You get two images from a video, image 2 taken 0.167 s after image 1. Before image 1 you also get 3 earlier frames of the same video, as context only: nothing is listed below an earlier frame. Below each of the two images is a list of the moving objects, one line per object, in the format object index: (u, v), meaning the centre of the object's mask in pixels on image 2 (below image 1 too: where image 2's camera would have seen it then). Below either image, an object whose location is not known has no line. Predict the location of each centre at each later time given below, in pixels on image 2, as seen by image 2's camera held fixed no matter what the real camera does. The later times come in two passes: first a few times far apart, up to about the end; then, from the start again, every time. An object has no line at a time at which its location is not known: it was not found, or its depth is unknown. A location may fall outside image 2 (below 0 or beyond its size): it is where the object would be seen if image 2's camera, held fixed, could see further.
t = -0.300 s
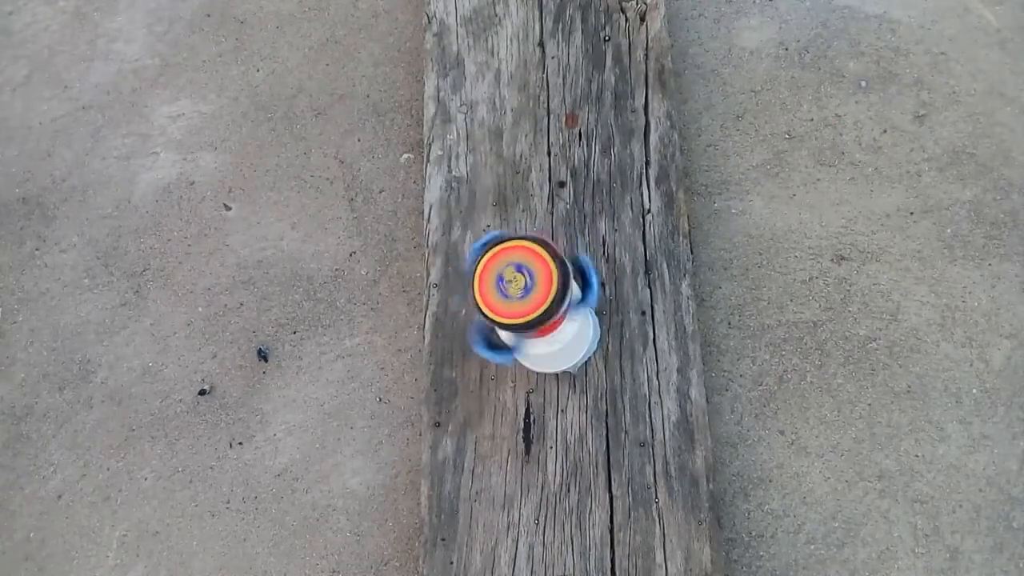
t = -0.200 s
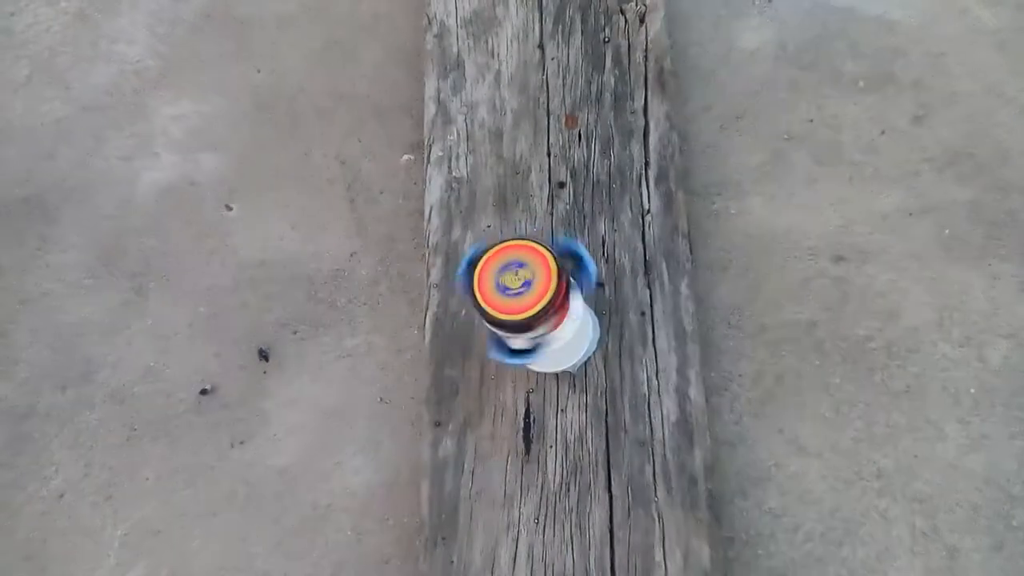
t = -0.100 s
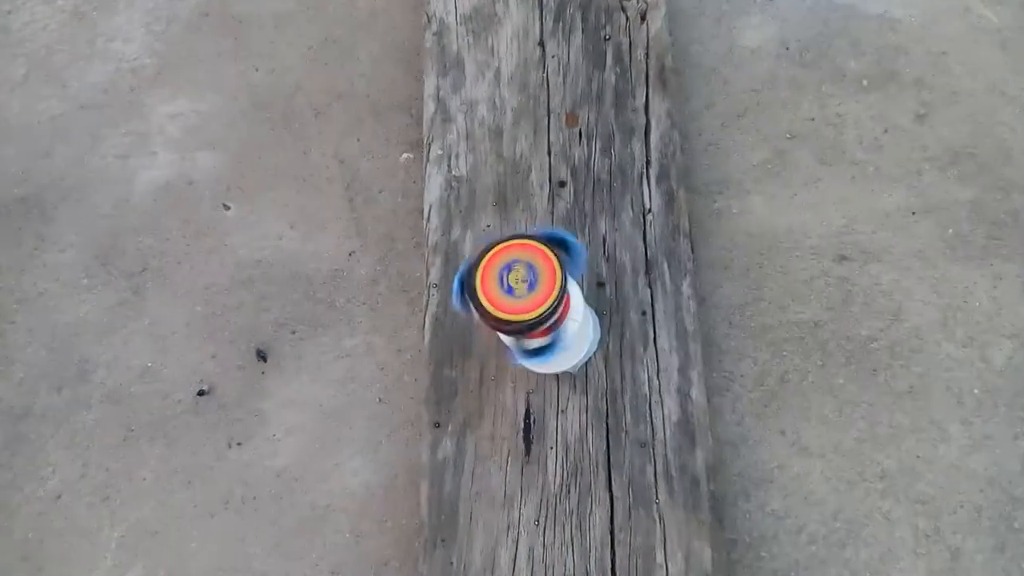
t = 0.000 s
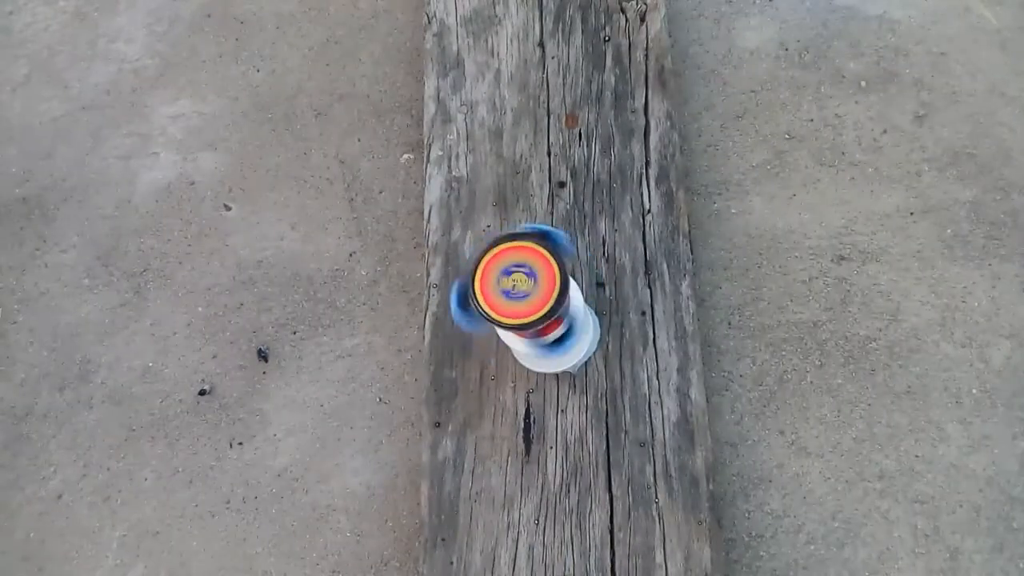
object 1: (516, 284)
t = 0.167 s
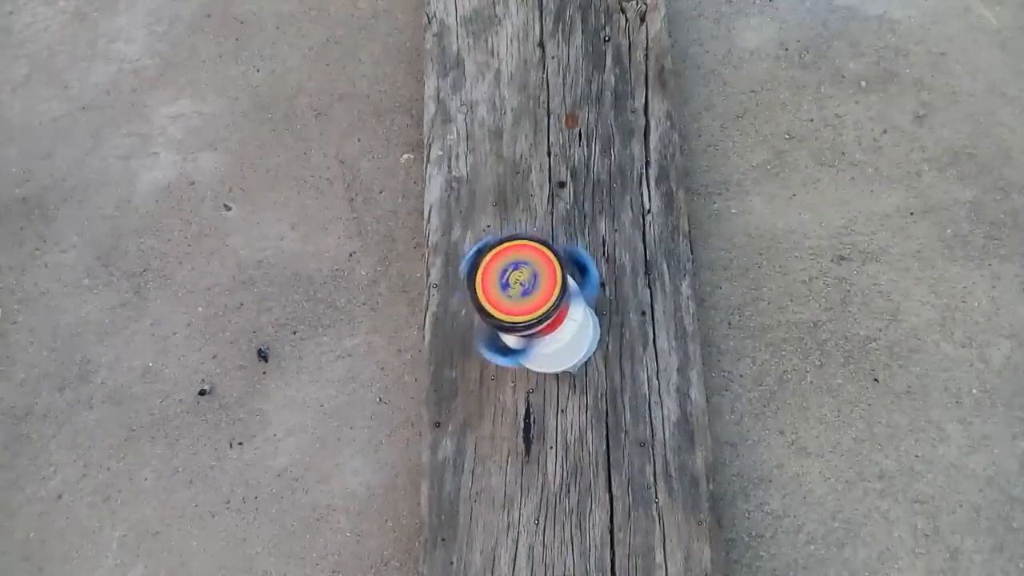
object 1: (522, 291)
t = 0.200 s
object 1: (514, 291)
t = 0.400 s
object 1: (522, 291)
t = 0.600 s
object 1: (522, 289)
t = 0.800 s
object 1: (522, 288)
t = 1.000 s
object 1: (518, 286)
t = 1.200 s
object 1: (517, 287)
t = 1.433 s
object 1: (523, 290)
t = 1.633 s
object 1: (523, 290)
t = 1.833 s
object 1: (523, 290)
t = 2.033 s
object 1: (524, 291)
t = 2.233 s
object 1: (514, 291)
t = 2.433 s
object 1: (515, 287)
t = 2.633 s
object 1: (522, 288)
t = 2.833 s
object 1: (523, 291)
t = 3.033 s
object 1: (514, 289)
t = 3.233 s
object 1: (521, 282)
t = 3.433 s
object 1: (523, 293)
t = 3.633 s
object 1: (521, 288)
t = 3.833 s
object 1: (523, 292)
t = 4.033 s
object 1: (522, 286)
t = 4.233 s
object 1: (521, 291)
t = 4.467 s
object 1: (515, 288)
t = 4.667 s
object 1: (524, 292)
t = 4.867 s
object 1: (524, 288)
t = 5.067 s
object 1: (522, 288)
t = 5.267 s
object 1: (521, 290)
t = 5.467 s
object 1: (520, 290)
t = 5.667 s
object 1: (522, 292)
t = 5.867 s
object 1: (523, 292)
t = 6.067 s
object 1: (521, 292)
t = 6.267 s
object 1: (522, 292)
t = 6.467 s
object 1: (522, 292)
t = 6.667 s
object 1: (519, 289)
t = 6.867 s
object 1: (517, 283)
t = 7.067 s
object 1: (524, 291)
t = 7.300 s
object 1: (520, 289)
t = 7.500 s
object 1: (523, 290)
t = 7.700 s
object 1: (523, 292)
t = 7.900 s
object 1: (520, 289)
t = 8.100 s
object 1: (524, 291)
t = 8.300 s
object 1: (517, 289)
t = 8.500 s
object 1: (524, 290)
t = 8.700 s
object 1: (522, 291)
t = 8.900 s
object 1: (524, 291)
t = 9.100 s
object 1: (519, 288)
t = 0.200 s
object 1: (514, 291)
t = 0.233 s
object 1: (519, 287)
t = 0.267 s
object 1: (523, 289)
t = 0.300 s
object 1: (522, 290)
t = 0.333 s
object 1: (515, 288)
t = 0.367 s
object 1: (523, 289)
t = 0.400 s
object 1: (522, 291)
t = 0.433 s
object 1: (514, 289)
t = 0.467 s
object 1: (519, 283)
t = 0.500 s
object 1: (523, 291)
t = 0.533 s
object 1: (515, 290)
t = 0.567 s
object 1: (516, 284)
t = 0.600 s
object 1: (522, 289)
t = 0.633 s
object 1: (522, 292)
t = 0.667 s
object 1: (518, 288)
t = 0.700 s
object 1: (521, 282)
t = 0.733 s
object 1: (522, 292)
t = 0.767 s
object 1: (514, 289)
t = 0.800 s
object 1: (522, 288)
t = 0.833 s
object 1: (522, 291)
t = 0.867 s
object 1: (514, 290)
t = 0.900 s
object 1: (519, 283)
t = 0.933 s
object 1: (523, 289)
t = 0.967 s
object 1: (515, 290)
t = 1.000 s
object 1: (518, 286)
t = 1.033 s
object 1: (522, 291)
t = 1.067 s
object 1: (514, 292)
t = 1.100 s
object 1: (519, 287)
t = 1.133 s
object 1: (524, 283)
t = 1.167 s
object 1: (521, 292)
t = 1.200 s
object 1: (517, 287)
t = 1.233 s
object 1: (523, 283)
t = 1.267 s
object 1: (516, 290)
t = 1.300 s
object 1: (516, 285)
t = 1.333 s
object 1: (522, 288)
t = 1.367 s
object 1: (522, 291)
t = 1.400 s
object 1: (518, 287)
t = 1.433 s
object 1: (523, 290)
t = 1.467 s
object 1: (521, 291)
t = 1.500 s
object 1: (516, 286)
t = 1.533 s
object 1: (523, 291)
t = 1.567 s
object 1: (516, 291)
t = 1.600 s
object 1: (517, 285)
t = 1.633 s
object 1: (523, 290)
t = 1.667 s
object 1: (521, 293)
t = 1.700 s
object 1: (520, 288)
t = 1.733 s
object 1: (523, 290)
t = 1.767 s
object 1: (514, 291)
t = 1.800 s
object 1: (519, 286)
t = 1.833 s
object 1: (523, 290)
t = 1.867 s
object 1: (516, 290)
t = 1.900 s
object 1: (520, 285)
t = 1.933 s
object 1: (522, 292)
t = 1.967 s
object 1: (514, 289)
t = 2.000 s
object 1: (522, 289)
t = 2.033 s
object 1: (524, 291)
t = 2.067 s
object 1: (515, 287)
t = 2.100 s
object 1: (522, 282)
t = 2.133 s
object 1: (522, 292)
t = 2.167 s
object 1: (519, 287)
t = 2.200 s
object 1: (523, 290)
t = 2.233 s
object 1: (514, 291)
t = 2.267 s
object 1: (519, 285)
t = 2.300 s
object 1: (524, 289)
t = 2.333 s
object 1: (521, 291)
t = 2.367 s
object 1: (521, 283)
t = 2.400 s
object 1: (522, 291)
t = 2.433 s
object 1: (515, 287)
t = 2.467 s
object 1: (523, 290)
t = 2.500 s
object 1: (522, 290)
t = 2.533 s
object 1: (519, 286)
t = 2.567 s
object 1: (522, 291)
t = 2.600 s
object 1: (514, 290)
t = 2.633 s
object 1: (522, 288)
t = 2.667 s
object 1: (522, 292)
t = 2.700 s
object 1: (516, 287)
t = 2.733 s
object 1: (523, 283)
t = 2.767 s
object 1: (514, 292)
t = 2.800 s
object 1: (521, 287)
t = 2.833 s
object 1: (523, 291)
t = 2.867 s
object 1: (515, 288)
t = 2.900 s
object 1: (522, 287)
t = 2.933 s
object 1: (522, 292)
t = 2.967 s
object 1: (520, 288)
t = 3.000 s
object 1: (523, 290)
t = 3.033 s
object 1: (514, 289)
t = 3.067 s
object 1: (522, 286)
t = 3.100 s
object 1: (523, 290)
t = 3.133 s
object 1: (517, 285)
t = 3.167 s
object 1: (523, 291)
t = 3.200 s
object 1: (519, 290)
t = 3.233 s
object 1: (521, 282)
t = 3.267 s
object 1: (523, 291)
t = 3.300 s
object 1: (519, 288)
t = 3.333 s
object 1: (523, 291)
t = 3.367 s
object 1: (518, 291)
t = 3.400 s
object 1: (522, 282)
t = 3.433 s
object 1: (523, 293)
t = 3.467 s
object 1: (520, 287)
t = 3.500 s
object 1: (523, 291)
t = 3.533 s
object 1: (519, 290)
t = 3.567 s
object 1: (523, 289)
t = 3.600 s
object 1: (515, 292)
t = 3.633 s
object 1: (521, 288)
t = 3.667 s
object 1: (523, 291)
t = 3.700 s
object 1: (515, 286)
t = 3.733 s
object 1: (523, 291)
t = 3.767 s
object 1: (520, 291)
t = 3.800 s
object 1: (523, 289)
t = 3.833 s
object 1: (523, 292)
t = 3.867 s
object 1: (517, 283)
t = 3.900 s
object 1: (523, 291)
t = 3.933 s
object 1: (515, 287)
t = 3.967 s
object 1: (523, 291)
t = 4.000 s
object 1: (520, 290)
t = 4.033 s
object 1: (522, 286)
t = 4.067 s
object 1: (523, 292)
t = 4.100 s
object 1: (518, 284)
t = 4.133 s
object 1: (524, 290)
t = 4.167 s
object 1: (520, 290)
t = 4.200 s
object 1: (523, 290)
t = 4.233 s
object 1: (521, 291)
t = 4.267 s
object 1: (522, 288)
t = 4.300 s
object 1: (521, 293)
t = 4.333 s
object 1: (522, 289)
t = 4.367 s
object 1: (523, 292)
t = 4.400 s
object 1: (519, 288)
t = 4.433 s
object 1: (524, 290)
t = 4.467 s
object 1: (515, 288)
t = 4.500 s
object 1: (523, 291)
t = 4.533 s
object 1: (521, 291)
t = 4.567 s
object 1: (522, 288)
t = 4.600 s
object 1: (523, 292)
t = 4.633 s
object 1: (519, 283)
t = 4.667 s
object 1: (524, 292)
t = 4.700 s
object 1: (521, 289)
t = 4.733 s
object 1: (523, 291)
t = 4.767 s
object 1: (516, 286)
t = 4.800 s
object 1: (524, 290)
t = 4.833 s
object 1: (519, 290)
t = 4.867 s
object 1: (524, 288)
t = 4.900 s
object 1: (521, 291)
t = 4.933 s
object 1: (522, 285)
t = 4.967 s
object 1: (520, 292)
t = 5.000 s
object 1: (521, 287)
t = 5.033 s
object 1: (524, 291)
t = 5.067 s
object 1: (522, 288)
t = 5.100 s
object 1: (523, 292)
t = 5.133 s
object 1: (521, 288)
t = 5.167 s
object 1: (523, 292)
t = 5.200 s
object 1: (518, 287)
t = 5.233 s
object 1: (525, 289)
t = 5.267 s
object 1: (521, 290)
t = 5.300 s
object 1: (524, 290)
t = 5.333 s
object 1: (520, 290)
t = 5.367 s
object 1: (524, 290)
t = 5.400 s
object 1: (519, 291)
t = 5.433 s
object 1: (523, 290)
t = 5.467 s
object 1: (520, 290)
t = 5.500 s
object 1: (523, 288)
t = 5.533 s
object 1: (521, 292)
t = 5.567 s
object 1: (522, 287)
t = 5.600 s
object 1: (522, 292)
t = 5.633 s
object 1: (523, 288)
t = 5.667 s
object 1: (522, 292)
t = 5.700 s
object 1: (521, 284)
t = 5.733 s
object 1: (523, 292)
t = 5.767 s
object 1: (521, 284)
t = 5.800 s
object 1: (523, 291)
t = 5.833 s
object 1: (522, 288)
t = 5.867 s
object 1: (523, 292)
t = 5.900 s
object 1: (521, 286)
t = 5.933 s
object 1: (523, 292)
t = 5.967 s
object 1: (519, 283)
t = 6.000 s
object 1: (523, 291)
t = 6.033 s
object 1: (522, 288)
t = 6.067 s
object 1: (521, 292)
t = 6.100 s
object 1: (522, 287)
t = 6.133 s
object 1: (523, 292)
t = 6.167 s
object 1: (519, 282)
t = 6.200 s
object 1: (523, 292)
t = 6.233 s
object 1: (522, 289)
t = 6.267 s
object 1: (522, 292)
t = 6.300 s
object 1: (522, 289)
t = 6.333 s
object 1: (522, 292)
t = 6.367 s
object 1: (523, 288)
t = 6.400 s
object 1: (522, 292)
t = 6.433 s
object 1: (523, 290)
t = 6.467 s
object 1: (522, 292)
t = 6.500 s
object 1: (523, 288)
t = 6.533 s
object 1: (521, 291)
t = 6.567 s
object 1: (523, 289)
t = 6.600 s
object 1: (520, 290)
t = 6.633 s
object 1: (523, 291)
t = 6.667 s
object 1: (519, 289)
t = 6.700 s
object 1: (523, 290)
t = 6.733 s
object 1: (515, 286)
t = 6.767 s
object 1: (524, 291)
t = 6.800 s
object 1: (516, 286)
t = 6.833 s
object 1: (525, 290)
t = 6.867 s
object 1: (517, 283)
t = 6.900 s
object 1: (524, 292)
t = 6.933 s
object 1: (521, 287)
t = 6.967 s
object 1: (523, 292)
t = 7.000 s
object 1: (522, 286)
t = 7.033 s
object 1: (522, 292)
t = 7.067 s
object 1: (524, 291)
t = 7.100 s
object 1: (522, 292)
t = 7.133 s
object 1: (524, 289)
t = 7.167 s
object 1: (520, 291)
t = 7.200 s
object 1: (524, 291)
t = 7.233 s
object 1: (518, 289)
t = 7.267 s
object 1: (525, 290)
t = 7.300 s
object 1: (520, 289)
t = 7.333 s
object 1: (524, 292)
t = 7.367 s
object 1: (520, 286)
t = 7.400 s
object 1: (523, 292)
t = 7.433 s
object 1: (522, 286)
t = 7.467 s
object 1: (520, 291)
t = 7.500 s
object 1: (523, 290)
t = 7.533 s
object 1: (519, 290)
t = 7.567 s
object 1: (524, 291)
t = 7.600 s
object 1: (520, 289)
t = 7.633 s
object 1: (523, 292)
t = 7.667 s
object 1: (520, 287)
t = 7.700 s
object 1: (523, 292)
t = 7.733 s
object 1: (523, 290)
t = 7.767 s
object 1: (522, 292)
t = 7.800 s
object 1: (523, 290)
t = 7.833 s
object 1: (520, 291)
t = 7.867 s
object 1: (524, 291)
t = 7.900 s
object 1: (520, 289)
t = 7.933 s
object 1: (524, 291)
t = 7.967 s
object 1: (522, 289)
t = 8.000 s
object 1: (522, 292)
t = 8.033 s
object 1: (523, 289)
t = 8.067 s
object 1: (520, 291)
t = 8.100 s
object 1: (524, 291)
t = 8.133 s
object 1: (519, 288)
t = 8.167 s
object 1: (525, 291)
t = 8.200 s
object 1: (522, 289)
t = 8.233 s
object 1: (522, 292)
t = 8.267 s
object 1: (523, 290)
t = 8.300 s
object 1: (517, 289)
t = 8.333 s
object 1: (524, 291)
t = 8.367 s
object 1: (517, 285)
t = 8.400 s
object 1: (525, 291)
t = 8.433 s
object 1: (522, 287)
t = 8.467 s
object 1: (520, 291)
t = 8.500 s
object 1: (524, 290)
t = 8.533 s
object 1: (519, 289)
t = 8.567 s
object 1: (524, 291)
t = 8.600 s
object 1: (520, 287)
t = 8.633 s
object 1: (523, 292)
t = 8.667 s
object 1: (523, 290)
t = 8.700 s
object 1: (522, 291)
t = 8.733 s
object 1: (524, 291)
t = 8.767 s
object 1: (521, 290)
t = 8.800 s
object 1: (524, 292)
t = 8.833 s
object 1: (523, 288)
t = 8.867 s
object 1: (521, 292)
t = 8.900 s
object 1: (524, 291)
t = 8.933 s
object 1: (522, 291)
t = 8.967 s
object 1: (523, 292)
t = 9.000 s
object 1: (523, 288)
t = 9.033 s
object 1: (521, 292)
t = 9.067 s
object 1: (524, 291)
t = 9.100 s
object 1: (519, 288)
